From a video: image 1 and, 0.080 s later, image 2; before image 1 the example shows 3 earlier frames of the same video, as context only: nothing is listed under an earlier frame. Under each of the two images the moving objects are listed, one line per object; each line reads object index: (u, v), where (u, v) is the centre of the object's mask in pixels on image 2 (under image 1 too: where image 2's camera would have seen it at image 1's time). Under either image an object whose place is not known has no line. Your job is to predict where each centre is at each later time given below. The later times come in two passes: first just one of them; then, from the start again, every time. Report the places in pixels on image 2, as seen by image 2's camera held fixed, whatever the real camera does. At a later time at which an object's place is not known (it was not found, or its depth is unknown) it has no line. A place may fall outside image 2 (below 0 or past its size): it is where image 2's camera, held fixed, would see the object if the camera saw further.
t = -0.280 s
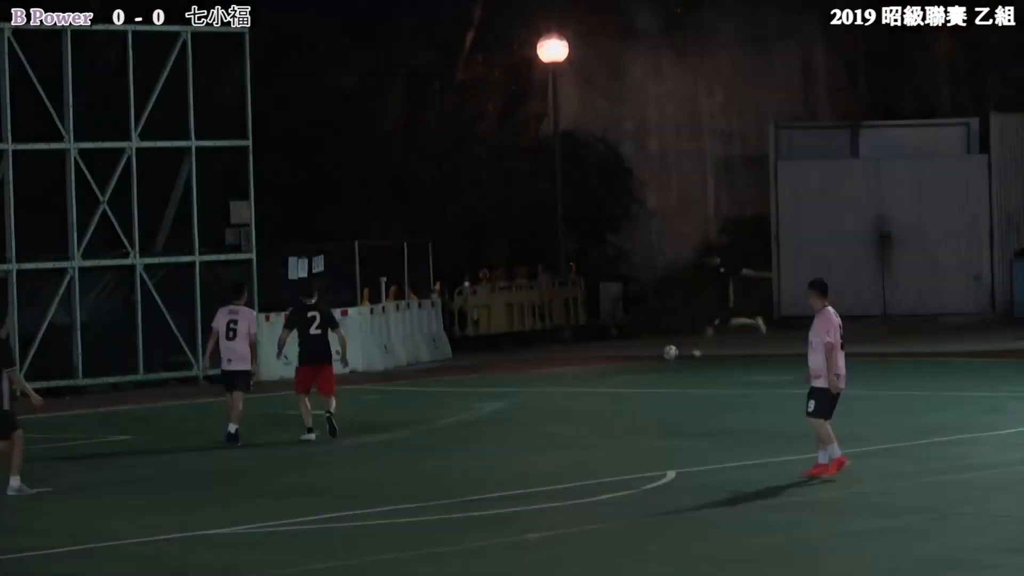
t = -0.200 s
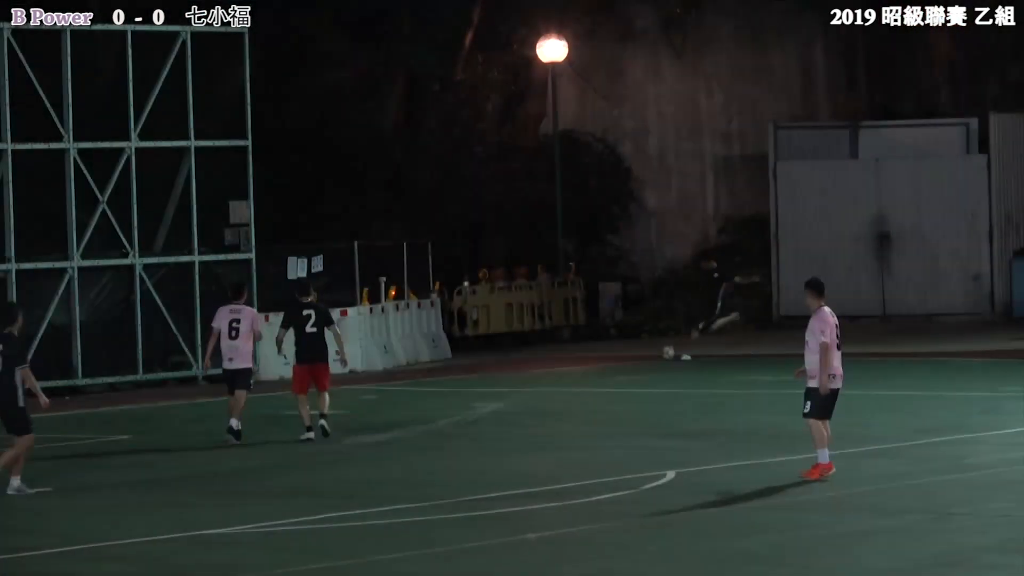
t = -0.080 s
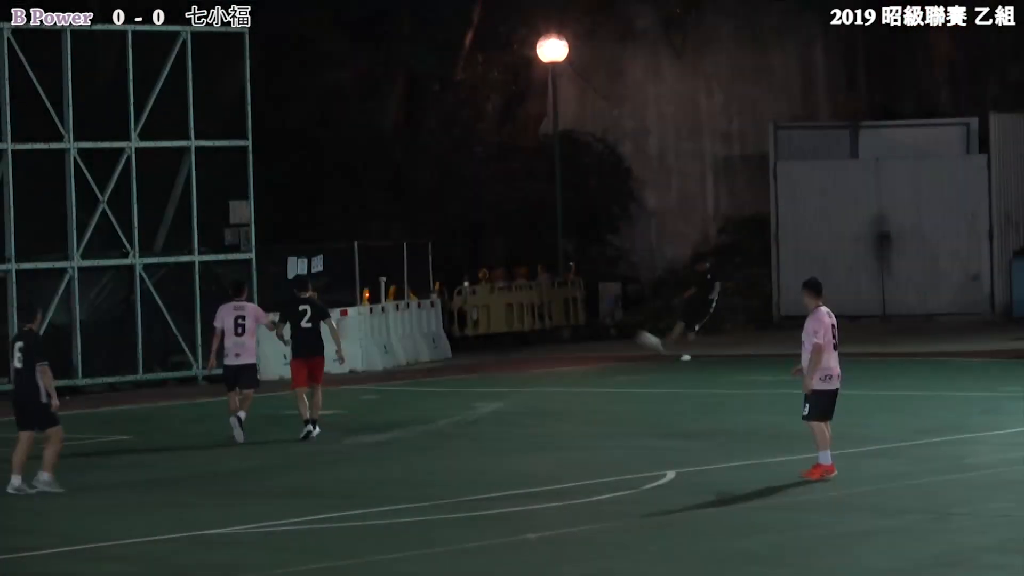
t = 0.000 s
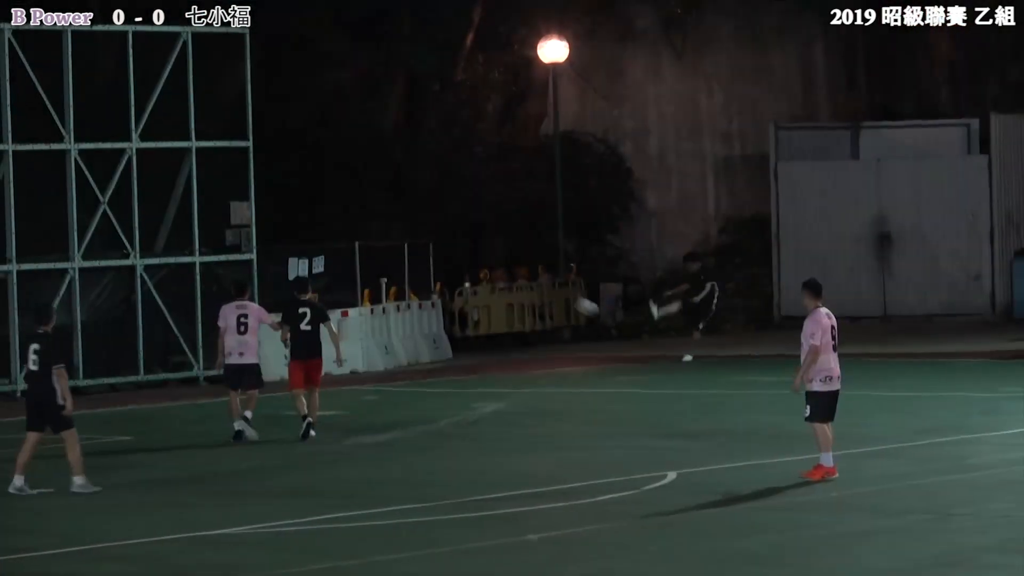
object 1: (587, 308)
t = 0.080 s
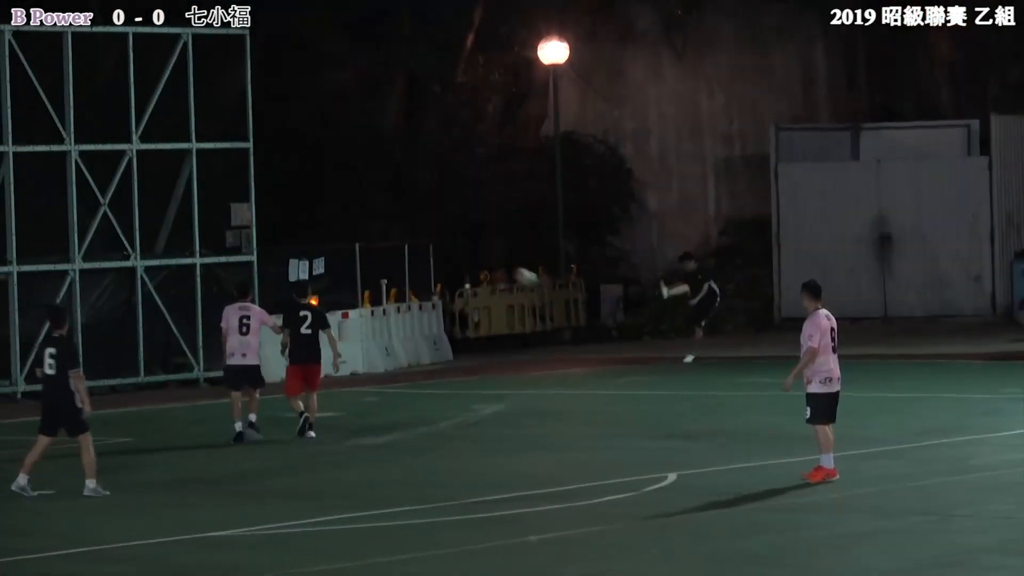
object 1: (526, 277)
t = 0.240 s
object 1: (406, 225)
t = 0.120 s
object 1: (496, 263)
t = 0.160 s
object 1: (465, 249)
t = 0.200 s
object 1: (435, 236)
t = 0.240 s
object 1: (406, 225)
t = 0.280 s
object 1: (378, 214)
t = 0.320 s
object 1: (348, 203)
